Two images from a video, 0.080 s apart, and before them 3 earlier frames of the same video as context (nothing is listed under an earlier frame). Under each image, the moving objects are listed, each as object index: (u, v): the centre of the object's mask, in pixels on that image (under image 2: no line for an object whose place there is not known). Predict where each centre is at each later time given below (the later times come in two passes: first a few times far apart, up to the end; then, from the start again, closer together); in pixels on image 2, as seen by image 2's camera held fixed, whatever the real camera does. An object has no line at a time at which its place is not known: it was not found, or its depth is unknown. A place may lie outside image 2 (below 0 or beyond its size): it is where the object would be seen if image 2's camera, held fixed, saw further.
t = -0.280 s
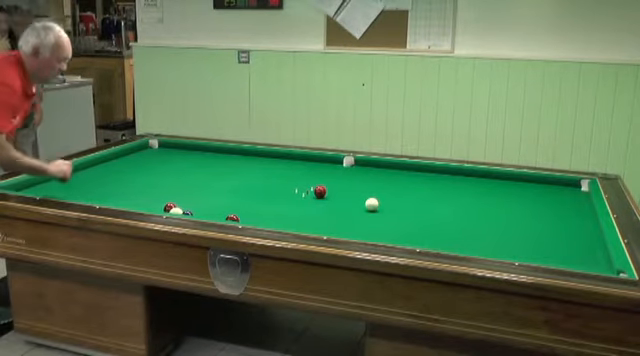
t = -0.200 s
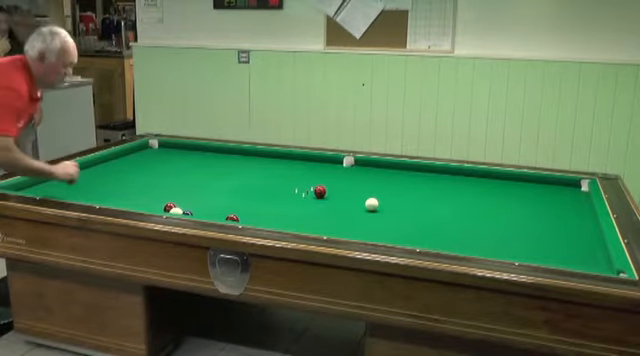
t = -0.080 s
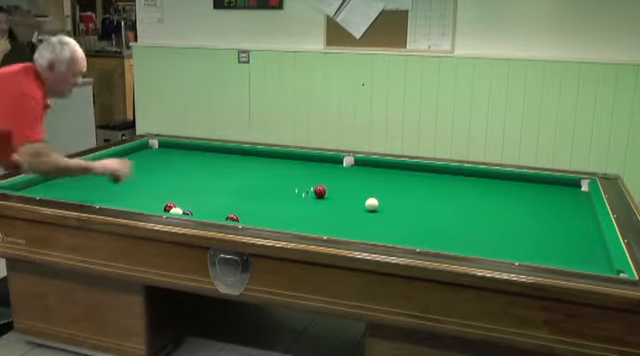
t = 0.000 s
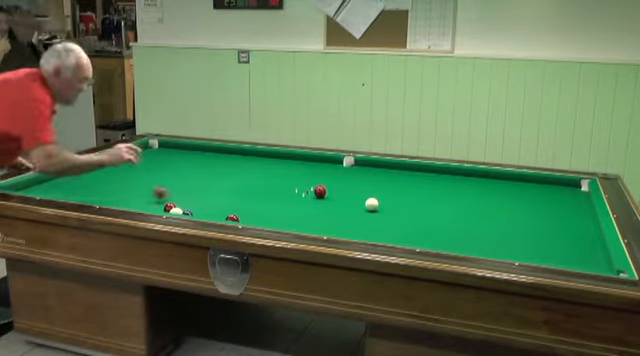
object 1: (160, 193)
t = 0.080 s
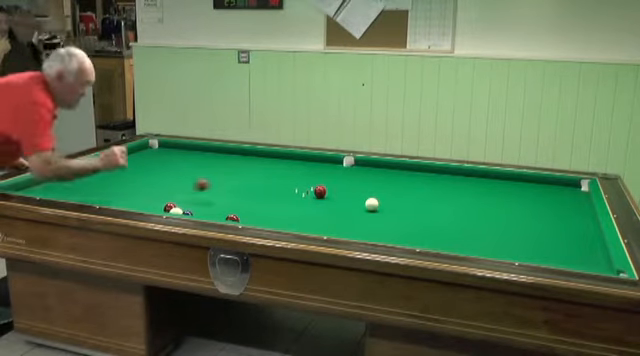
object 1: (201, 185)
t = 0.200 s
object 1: (264, 190)
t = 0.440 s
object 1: (383, 193)
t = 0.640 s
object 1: (469, 197)
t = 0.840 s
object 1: (545, 198)
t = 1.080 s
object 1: (551, 192)
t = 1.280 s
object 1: (505, 183)
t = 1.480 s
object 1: (470, 176)
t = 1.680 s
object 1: (438, 171)
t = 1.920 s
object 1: (402, 169)
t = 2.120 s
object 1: (369, 168)
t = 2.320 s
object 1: (338, 167)
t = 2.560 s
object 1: (303, 166)
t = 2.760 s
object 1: (272, 165)
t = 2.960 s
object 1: (243, 165)
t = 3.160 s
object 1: (215, 164)
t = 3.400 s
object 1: (182, 163)
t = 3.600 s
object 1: (156, 162)
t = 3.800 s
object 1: (130, 161)
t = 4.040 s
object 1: (103, 160)
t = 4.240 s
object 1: (110, 164)
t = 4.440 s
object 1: (114, 165)
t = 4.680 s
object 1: (121, 170)
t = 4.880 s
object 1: (127, 173)
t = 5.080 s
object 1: (132, 176)
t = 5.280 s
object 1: (138, 180)
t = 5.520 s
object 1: (145, 184)
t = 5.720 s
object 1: (151, 187)
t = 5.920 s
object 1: (156, 190)
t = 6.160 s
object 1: (164, 194)
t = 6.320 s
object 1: (169, 196)
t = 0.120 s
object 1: (221, 183)
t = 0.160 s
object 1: (243, 185)
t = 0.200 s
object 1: (264, 190)
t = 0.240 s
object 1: (284, 194)
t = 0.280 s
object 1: (304, 190)
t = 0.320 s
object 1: (330, 188)
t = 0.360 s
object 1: (344, 191)
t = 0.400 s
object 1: (362, 195)
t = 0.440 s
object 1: (383, 193)
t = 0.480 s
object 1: (401, 194)
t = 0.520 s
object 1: (419, 196)
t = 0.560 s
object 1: (436, 195)
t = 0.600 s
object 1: (452, 197)
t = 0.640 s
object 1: (469, 197)
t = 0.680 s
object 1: (485, 197)
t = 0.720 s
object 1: (501, 197)
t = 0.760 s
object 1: (517, 198)
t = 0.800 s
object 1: (531, 198)
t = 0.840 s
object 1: (545, 198)
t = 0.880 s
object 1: (559, 198)
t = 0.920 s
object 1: (574, 198)
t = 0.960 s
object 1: (584, 198)
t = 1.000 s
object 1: (574, 196)
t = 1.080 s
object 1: (551, 192)
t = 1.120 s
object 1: (541, 190)
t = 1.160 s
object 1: (531, 188)
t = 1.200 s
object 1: (522, 186)
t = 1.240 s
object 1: (514, 184)
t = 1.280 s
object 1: (505, 183)
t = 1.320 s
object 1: (497, 181)
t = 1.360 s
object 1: (490, 180)
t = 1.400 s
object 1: (483, 179)
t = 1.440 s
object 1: (476, 177)
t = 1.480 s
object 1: (470, 176)
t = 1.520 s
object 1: (462, 173)
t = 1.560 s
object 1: (458, 172)
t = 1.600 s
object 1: (451, 171)
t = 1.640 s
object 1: (446, 172)
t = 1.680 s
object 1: (438, 171)
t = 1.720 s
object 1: (431, 171)
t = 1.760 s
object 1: (425, 170)
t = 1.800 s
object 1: (420, 170)
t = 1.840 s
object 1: (413, 170)
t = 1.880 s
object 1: (406, 169)
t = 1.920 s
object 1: (402, 169)
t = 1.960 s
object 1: (394, 169)
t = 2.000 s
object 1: (387, 169)
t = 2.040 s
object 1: (381, 169)
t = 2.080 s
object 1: (375, 169)
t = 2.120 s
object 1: (369, 168)
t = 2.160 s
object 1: (363, 168)
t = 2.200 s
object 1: (357, 168)
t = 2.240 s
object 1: (350, 169)
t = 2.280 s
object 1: (345, 168)
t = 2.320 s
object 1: (338, 167)
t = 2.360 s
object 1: (332, 167)
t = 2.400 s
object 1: (326, 167)
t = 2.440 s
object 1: (320, 167)
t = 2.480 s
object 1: (314, 166)
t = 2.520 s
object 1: (308, 166)
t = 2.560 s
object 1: (303, 166)
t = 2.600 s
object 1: (296, 166)
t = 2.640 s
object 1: (290, 166)
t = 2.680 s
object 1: (284, 166)
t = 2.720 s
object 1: (278, 166)
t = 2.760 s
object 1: (272, 165)
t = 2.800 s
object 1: (266, 165)
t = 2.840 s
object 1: (261, 165)
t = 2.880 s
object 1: (254, 165)
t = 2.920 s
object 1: (249, 165)
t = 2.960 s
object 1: (243, 165)
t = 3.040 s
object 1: (232, 164)
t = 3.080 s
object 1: (226, 164)
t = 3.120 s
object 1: (220, 164)
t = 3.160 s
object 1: (215, 164)
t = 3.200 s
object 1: (209, 164)
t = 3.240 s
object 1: (204, 163)
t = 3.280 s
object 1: (198, 163)
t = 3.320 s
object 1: (193, 163)
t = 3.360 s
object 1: (187, 163)
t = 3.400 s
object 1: (182, 163)
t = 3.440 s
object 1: (177, 163)
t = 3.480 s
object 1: (171, 162)
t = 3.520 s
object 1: (167, 162)
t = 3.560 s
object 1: (161, 162)
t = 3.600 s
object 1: (156, 162)
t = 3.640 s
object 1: (151, 162)
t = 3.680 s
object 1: (146, 162)
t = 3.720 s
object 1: (140, 161)
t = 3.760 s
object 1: (135, 161)
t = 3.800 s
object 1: (130, 161)
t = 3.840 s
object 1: (125, 161)
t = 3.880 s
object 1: (120, 161)
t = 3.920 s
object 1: (116, 161)
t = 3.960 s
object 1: (109, 161)
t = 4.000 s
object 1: (105, 160)
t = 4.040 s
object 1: (103, 160)
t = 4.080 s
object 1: (104, 161)
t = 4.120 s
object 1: (106, 162)
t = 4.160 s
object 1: (108, 162)
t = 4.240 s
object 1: (110, 164)
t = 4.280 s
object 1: (111, 164)
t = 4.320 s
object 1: (112, 164)
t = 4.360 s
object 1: (112, 164)
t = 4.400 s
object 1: (114, 165)
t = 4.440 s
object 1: (114, 165)
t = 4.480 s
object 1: (116, 166)
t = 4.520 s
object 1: (117, 167)
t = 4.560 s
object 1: (118, 168)
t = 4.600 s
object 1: (119, 168)
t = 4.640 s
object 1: (120, 169)
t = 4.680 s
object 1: (121, 170)
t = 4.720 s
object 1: (122, 171)
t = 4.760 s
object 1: (123, 171)
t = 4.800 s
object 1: (124, 172)
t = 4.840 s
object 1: (126, 173)
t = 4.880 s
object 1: (127, 173)
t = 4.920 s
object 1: (128, 174)
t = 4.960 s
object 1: (129, 175)
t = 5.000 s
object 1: (130, 175)
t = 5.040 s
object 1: (131, 176)
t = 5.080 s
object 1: (132, 176)
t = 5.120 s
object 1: (133, 177)
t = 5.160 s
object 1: (134, 178)
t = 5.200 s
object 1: (136, 179)
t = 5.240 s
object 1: (137, 179)
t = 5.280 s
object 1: (138, 180)
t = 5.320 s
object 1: (139, 180)
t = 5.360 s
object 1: (140, 181)
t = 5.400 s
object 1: (141, 181)
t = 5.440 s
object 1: (142, 182)
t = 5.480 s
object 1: (144, 183)
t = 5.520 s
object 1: (145, 184)
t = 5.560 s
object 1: (146, 184)
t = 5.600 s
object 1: (147, 185)
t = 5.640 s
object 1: (148, 186)
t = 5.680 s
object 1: (150, 187)
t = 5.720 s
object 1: (151, 187)
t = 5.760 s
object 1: (152, 188)
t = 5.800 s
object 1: (153, 188)
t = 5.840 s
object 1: (154, 189)
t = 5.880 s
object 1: (156, 190)
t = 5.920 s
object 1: (156, 190)
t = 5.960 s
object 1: (158, 191)
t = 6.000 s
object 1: (159, 192)
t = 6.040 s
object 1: (160, 193)
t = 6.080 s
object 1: (162, 193)
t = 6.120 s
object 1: (163, 194)
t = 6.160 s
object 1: (164, 194)
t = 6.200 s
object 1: (165, 195)
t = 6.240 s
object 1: (166, 196)
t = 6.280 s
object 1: (167, 196)
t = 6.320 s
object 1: (169, 196)
